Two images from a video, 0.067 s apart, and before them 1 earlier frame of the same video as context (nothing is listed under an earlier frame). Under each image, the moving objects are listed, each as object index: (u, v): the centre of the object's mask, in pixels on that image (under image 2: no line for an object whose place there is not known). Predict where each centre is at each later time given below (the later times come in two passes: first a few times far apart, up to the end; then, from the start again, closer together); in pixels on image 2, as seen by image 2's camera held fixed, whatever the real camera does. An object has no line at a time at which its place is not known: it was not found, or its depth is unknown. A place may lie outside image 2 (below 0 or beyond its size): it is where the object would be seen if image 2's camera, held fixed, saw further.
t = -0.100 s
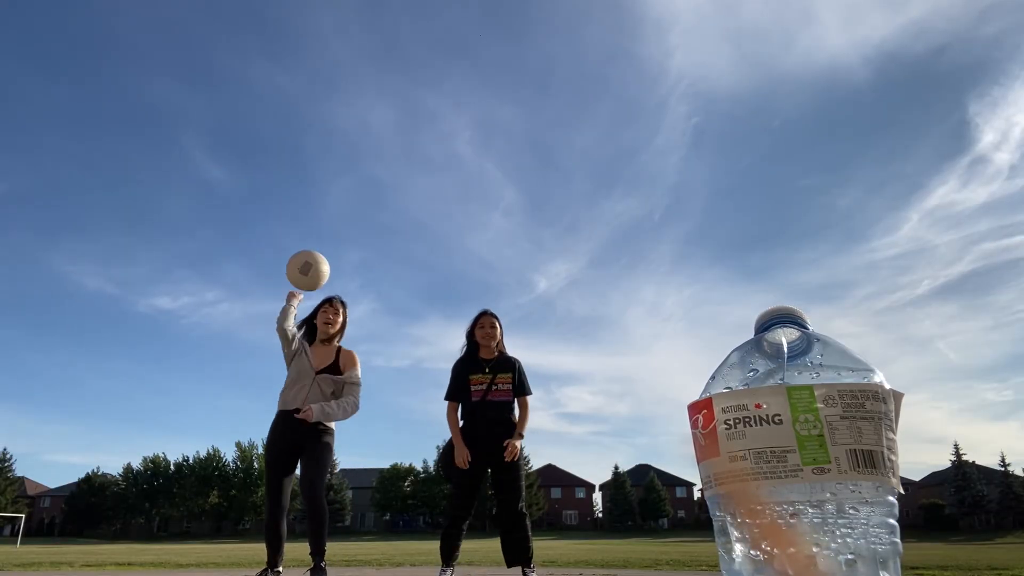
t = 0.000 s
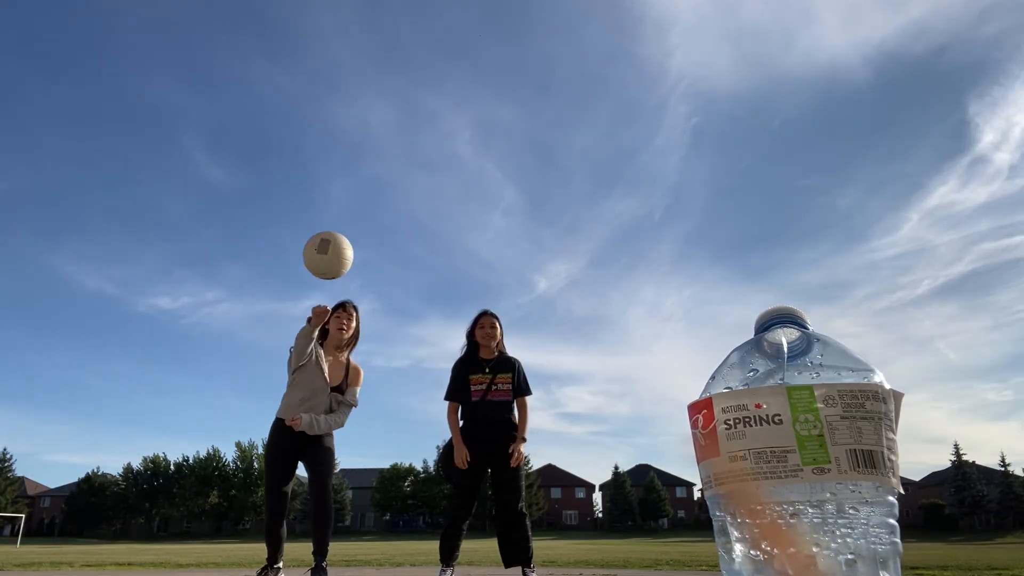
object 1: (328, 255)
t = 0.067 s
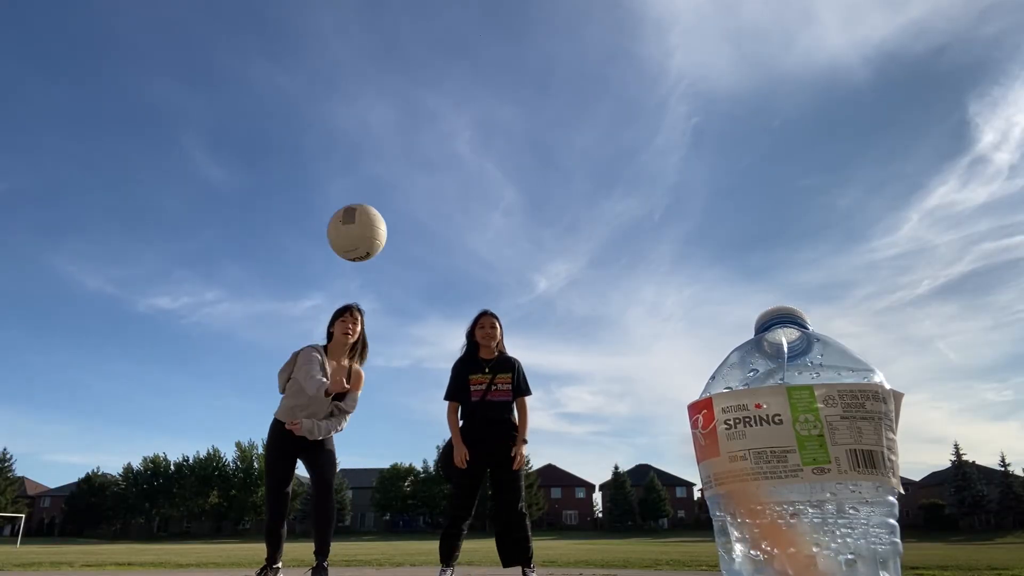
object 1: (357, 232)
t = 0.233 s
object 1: (525, 204)
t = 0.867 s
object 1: (991, 6)
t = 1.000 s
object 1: (976, 115)
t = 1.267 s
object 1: (977, 549)
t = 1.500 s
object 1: (971, 391)
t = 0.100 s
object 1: (376, 222)
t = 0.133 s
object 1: (399, 213)
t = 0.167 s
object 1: (429, 207)
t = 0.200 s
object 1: (469, 203)
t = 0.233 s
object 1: (525, 204)
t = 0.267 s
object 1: (610, 214)
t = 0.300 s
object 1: (754, 236)
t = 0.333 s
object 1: (957, 315)
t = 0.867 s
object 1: (991, 6)
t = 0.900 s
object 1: (979, 22)
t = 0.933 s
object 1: (975, 41)
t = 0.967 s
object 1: (977, 69)
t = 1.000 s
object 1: (976, 115)
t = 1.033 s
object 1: (975, 164)
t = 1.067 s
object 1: (973, 215)
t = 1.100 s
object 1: (973, 265)
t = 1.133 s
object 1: (974, 319)
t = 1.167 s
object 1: (976, 377)
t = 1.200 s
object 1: (977, 440)
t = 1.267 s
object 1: (977, 549)
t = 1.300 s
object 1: (977, 531)
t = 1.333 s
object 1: (976, 498)
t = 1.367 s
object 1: (974, 466)
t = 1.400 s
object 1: (972, 440)
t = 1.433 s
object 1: (971, 418)
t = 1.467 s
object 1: (970, 402)
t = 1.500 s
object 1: (971, 391)
